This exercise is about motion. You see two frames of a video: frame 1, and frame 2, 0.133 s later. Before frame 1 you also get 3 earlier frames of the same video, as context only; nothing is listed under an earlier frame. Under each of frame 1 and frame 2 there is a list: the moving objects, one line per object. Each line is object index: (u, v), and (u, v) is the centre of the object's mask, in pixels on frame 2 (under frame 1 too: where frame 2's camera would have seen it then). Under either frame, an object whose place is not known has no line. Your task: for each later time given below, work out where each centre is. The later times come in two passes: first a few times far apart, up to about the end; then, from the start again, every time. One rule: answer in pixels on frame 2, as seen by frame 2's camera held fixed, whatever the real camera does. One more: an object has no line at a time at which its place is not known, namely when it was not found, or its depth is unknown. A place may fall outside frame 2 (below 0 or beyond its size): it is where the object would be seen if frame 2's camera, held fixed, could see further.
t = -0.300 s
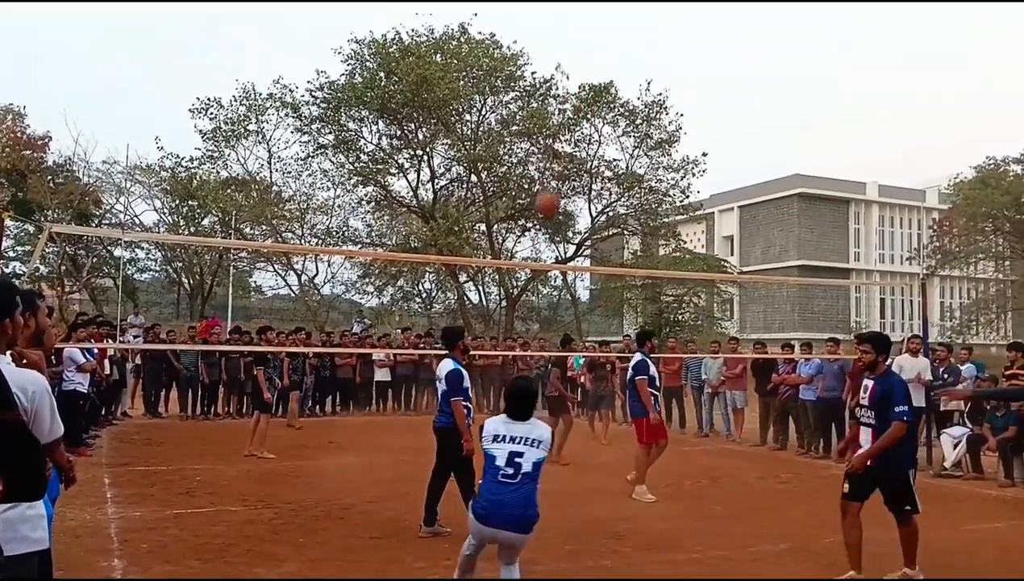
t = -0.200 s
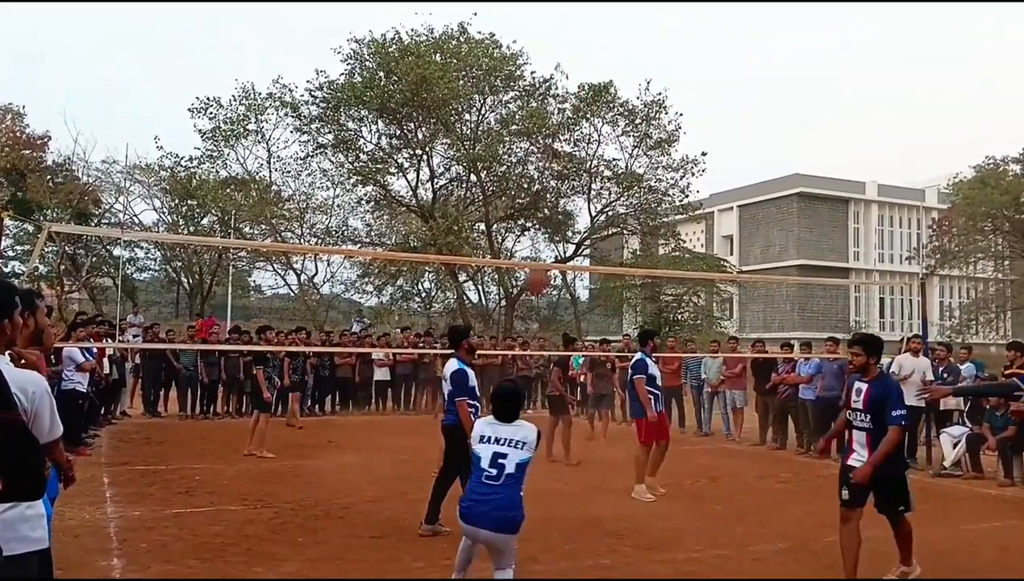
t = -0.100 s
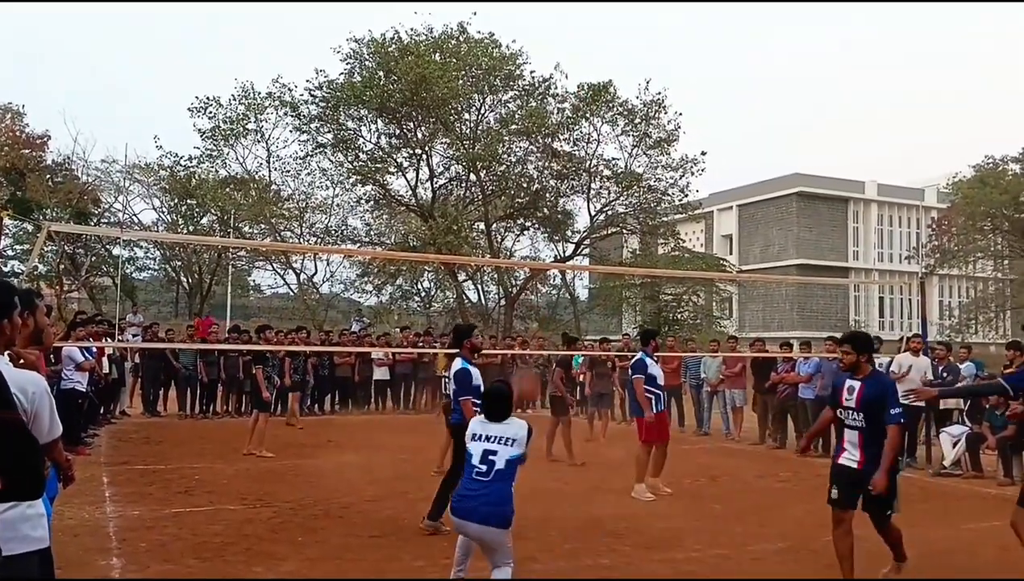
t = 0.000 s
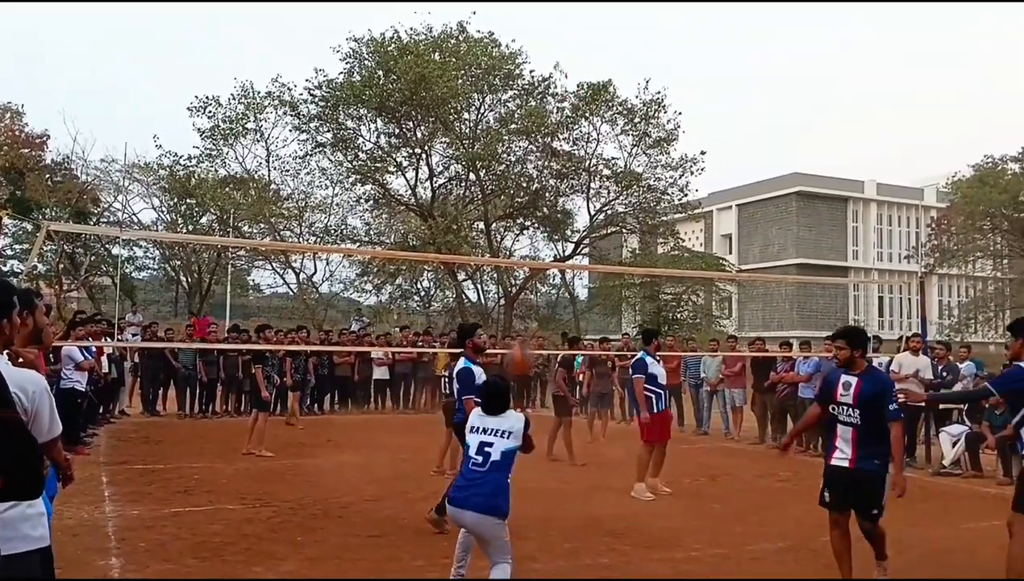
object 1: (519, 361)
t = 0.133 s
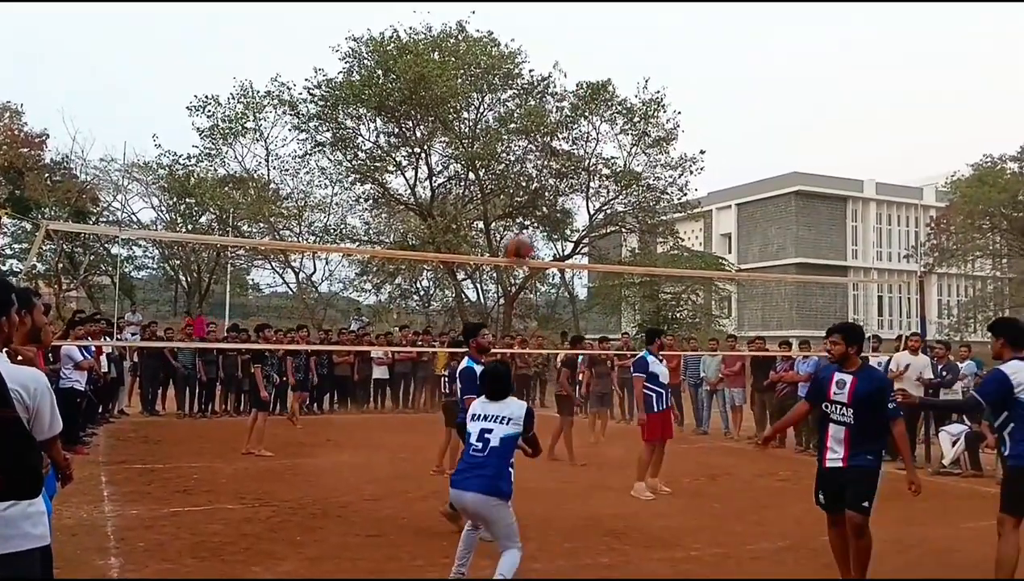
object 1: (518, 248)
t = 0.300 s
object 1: (516, 144)
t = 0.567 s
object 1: (508, 54)
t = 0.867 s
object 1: (499, 78)
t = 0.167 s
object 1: (517, 220)
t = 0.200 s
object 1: (518, 202)
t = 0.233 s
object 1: (517, 182)
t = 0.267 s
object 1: (516, 162)
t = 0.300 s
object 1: (516, 144)
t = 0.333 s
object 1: (516, 128)
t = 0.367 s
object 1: (515, 112)
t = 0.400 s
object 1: (513, 97)
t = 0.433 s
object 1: (512, 86)
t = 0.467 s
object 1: (511, 77)
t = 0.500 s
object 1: (510, 69)
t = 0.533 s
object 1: (510, 61)
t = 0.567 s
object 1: (508, 54)
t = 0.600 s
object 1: (508, 51)
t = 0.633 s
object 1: (507, 49)
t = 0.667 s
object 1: (506, 49)
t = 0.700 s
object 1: (505, 50)
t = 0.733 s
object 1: (504, 52)
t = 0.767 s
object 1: (503, 55)
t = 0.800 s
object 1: (502, 62)
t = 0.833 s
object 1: (499, 74)
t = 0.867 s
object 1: (499, 78)
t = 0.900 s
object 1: (498, 93)
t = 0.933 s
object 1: (498, 108)
